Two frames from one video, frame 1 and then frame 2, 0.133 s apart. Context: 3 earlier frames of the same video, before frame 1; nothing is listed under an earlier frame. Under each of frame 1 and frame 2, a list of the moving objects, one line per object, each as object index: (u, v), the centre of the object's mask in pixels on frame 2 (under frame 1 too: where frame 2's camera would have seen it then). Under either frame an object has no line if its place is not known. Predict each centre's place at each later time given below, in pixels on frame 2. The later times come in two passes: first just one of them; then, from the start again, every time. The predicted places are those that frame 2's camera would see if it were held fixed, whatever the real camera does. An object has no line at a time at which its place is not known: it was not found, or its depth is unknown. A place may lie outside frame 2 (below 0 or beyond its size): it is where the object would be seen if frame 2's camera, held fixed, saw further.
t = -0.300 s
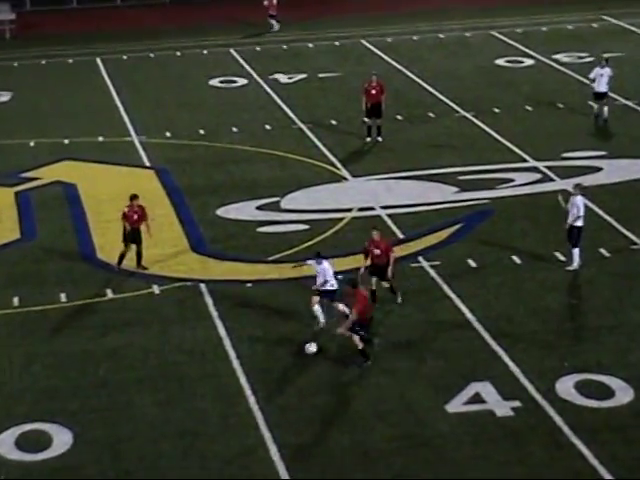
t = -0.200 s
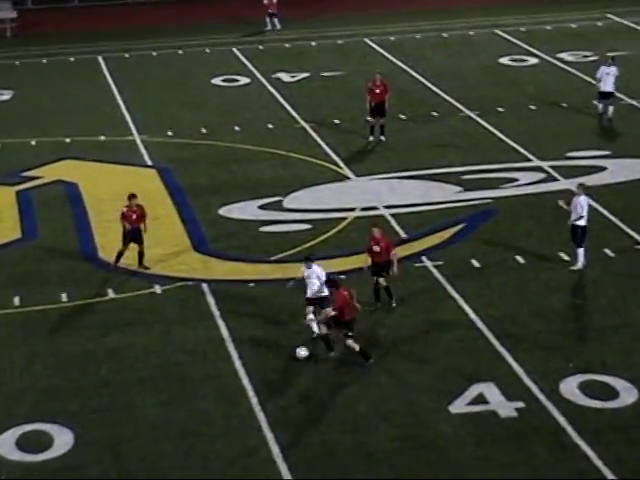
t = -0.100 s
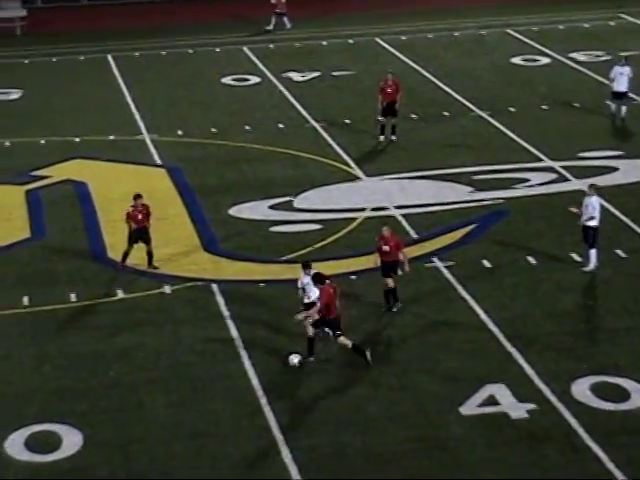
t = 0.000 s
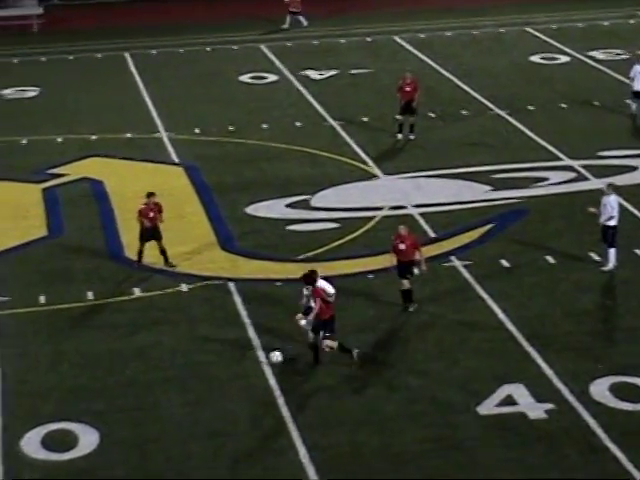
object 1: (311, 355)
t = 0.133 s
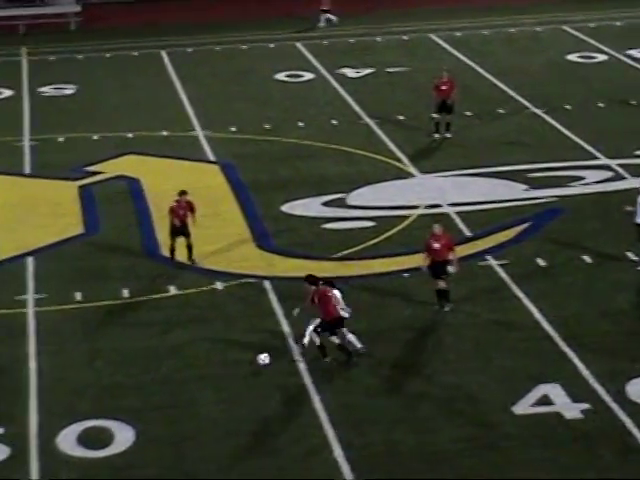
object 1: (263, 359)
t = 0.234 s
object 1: (234, 355)
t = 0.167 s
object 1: (253, 357)
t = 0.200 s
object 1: (244, 355)
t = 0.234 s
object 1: (234, 355)
